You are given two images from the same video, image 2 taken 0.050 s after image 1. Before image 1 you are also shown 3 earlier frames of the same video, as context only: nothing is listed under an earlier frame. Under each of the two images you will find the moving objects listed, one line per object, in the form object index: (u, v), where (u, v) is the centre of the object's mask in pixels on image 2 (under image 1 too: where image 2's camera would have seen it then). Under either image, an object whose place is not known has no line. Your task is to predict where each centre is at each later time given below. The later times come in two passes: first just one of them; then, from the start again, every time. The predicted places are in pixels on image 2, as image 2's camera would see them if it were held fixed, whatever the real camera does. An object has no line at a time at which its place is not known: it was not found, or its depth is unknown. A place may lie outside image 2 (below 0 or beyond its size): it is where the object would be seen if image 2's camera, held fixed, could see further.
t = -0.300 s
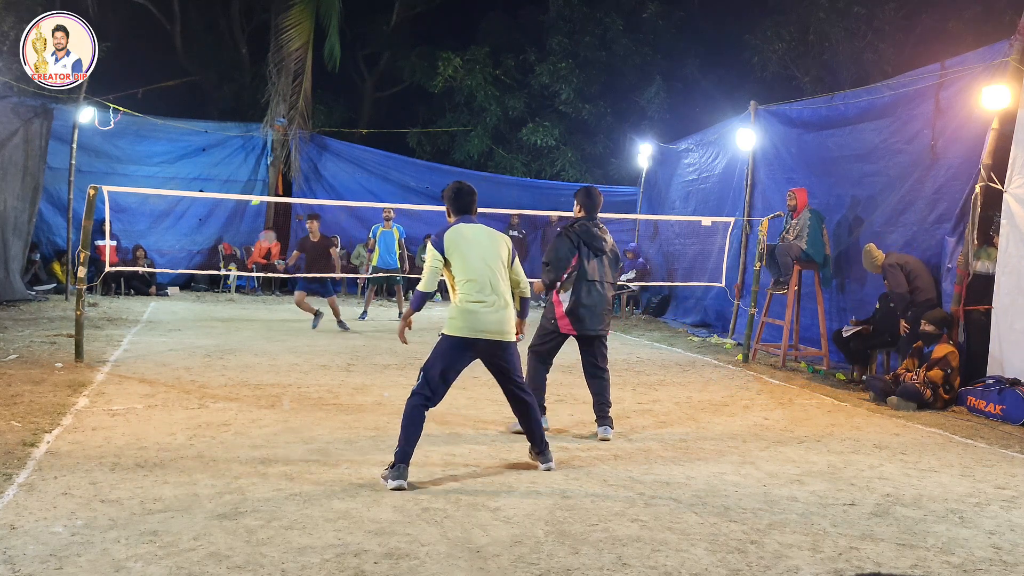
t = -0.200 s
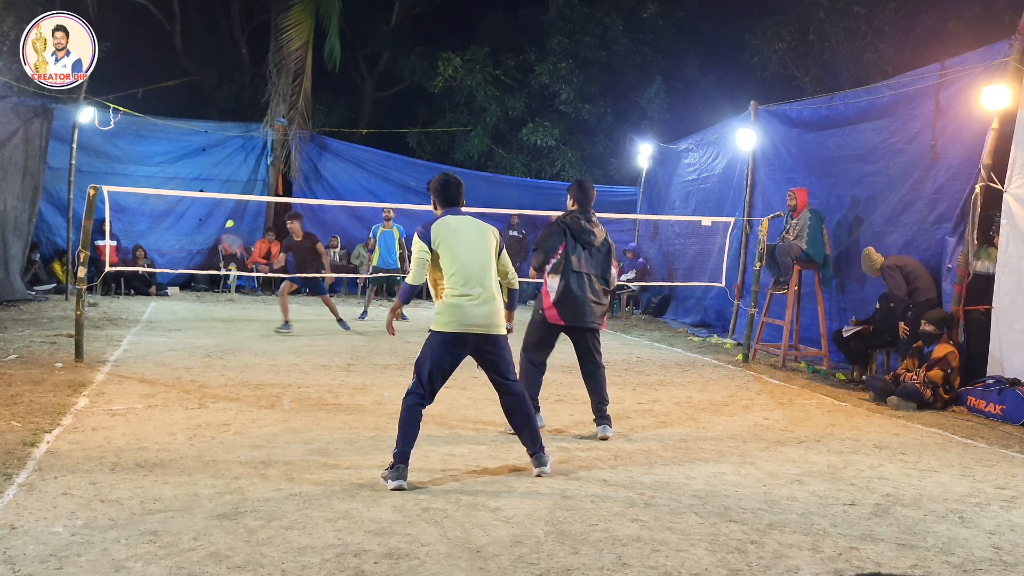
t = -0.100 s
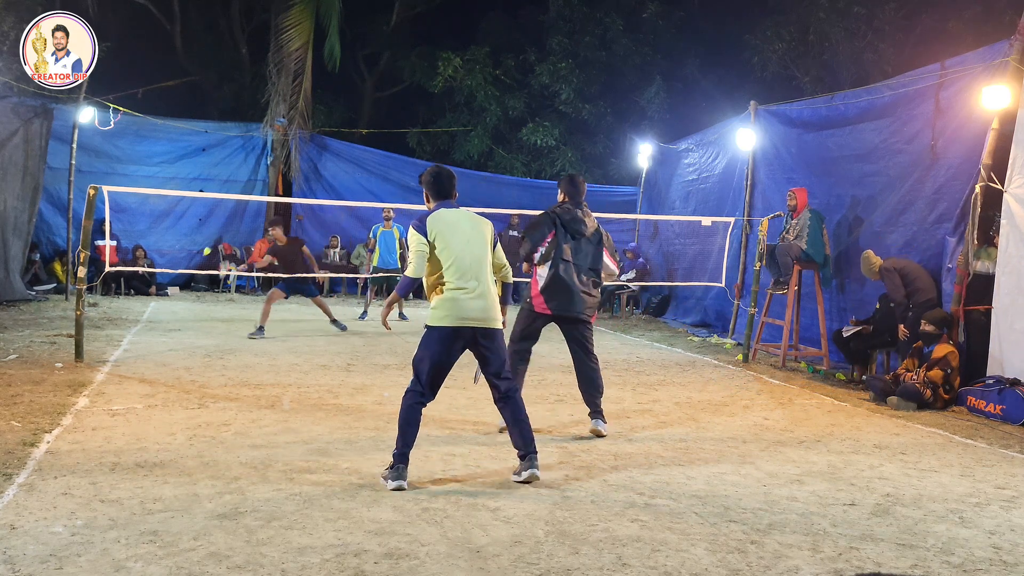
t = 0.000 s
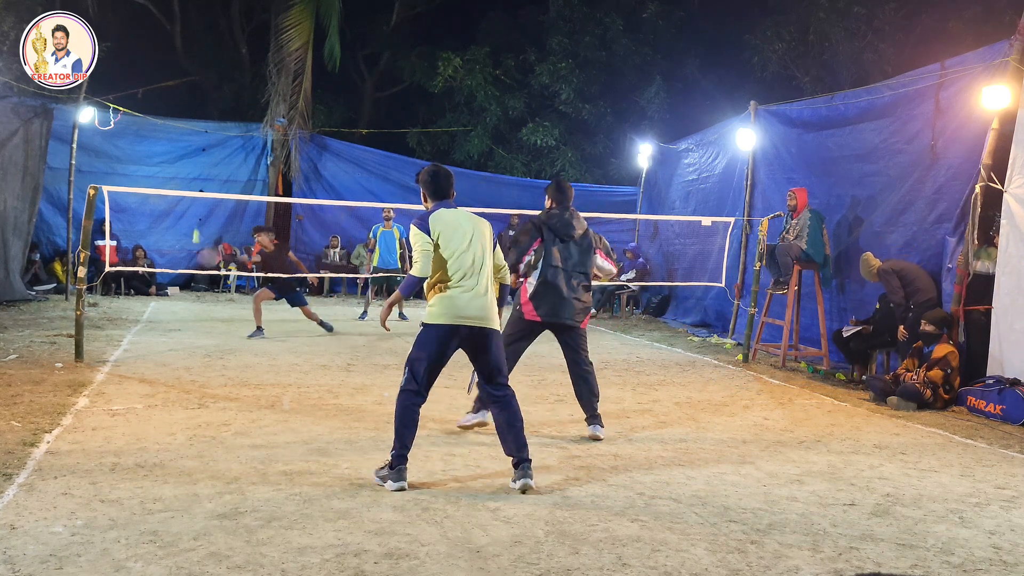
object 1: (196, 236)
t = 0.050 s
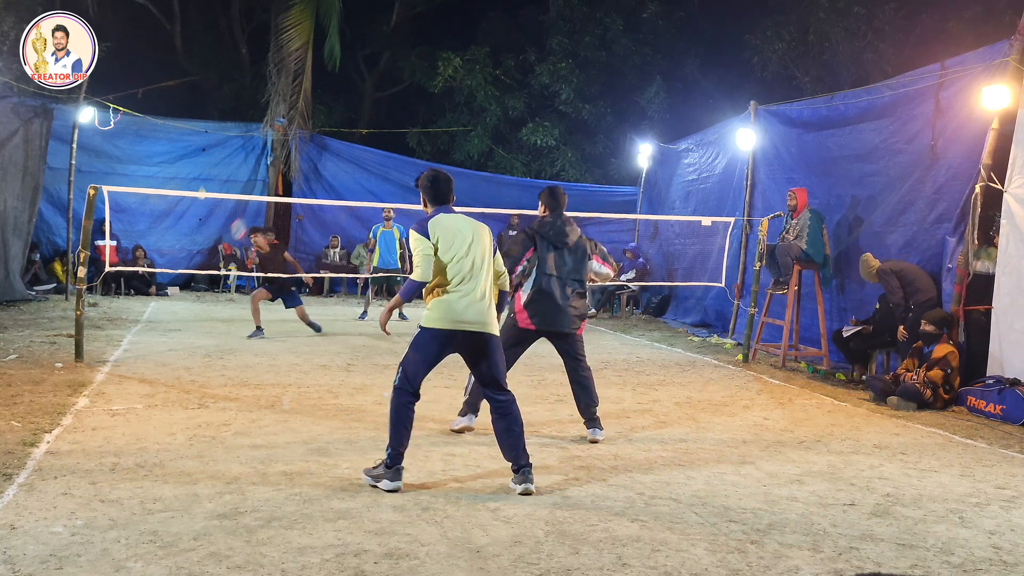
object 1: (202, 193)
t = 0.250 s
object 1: (219, 64)
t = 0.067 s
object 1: (203, 182)
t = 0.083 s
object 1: (205, 168)
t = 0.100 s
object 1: (205, 156)
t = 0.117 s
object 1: (207, 144)
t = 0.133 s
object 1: (209, 133)
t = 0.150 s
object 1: (211, 122)
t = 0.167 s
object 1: (212, 112)
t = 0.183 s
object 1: (214, 102)
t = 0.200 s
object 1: (215, 92)
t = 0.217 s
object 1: (216, 82)
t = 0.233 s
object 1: (218, 73)
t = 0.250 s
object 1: (219, 64)
